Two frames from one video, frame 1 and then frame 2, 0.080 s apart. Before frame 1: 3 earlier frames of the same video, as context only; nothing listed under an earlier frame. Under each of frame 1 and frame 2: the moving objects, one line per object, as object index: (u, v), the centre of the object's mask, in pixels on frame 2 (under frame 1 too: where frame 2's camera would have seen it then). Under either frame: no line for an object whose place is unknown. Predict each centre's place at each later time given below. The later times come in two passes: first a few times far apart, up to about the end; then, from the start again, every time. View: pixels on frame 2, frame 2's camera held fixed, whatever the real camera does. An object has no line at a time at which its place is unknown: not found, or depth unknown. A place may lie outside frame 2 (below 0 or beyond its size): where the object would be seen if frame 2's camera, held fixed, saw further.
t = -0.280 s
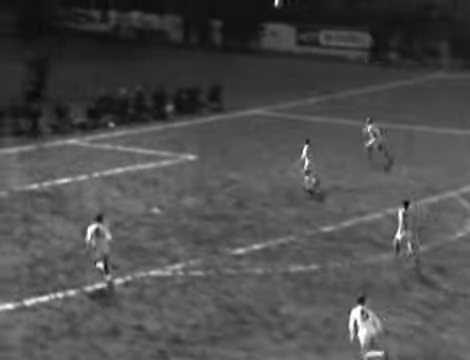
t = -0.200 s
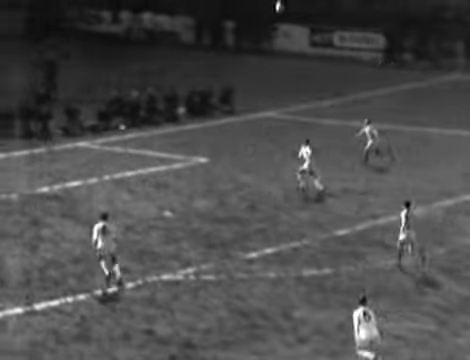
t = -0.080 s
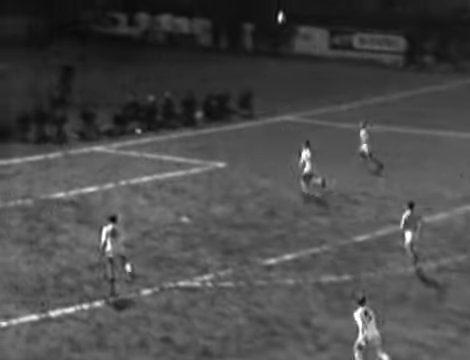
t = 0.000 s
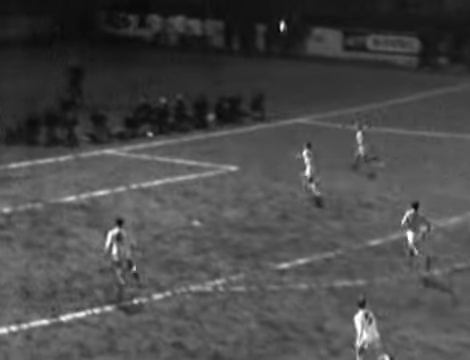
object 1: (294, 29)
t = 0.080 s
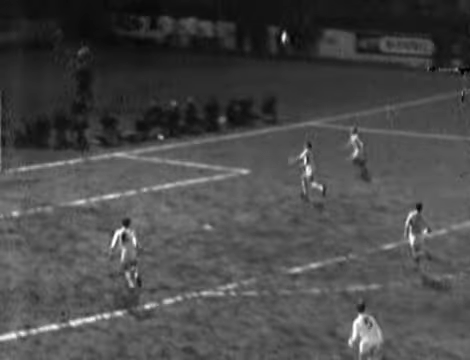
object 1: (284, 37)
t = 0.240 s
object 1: (264, 56)
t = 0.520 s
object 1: (233, 105)
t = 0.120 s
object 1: (278, 41)
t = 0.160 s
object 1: (273, 45)
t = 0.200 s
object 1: (269, 51)
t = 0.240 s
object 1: (264, 56)
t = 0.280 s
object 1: (260, 61)
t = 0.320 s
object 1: (255, 68)
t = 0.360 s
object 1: (251, 75)
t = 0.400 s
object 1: (246, 82)
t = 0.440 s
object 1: (242, 90)
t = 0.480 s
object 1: (237, 97)
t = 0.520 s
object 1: (233, 105)
